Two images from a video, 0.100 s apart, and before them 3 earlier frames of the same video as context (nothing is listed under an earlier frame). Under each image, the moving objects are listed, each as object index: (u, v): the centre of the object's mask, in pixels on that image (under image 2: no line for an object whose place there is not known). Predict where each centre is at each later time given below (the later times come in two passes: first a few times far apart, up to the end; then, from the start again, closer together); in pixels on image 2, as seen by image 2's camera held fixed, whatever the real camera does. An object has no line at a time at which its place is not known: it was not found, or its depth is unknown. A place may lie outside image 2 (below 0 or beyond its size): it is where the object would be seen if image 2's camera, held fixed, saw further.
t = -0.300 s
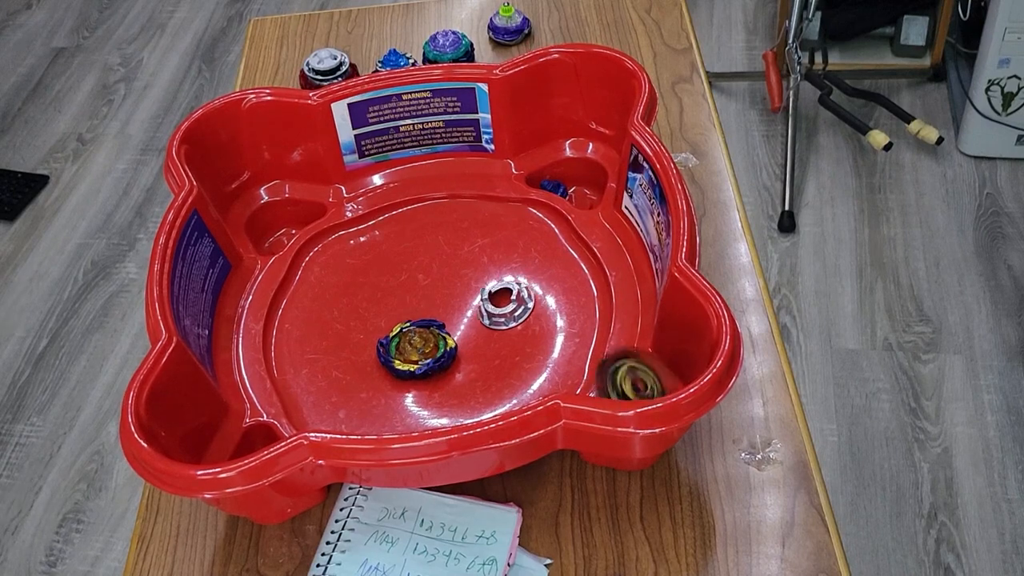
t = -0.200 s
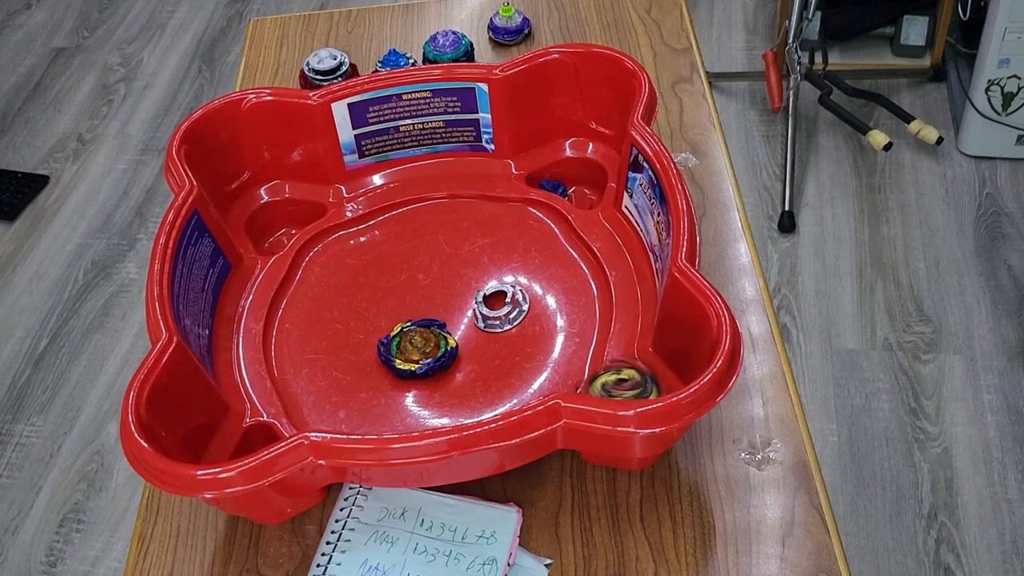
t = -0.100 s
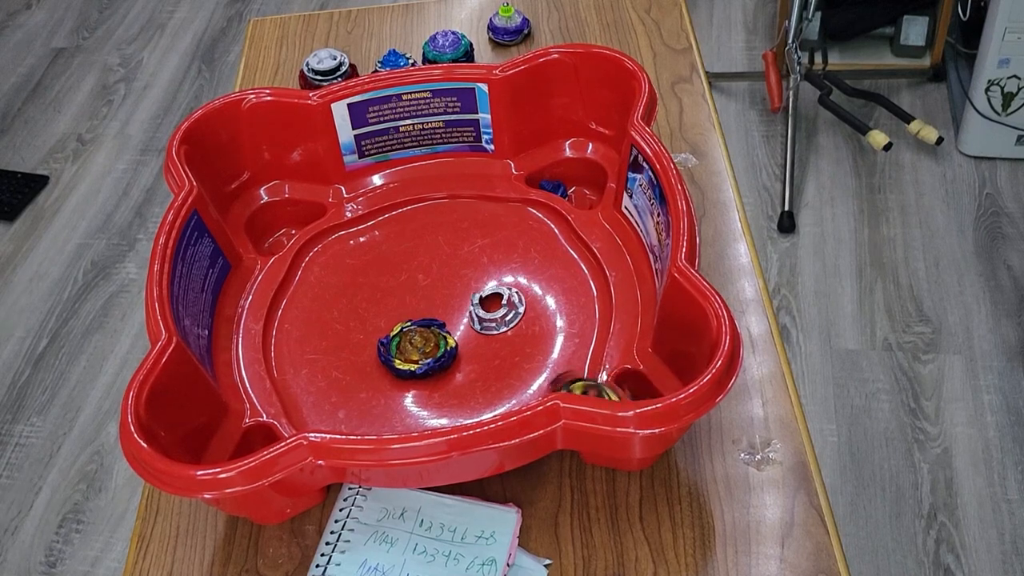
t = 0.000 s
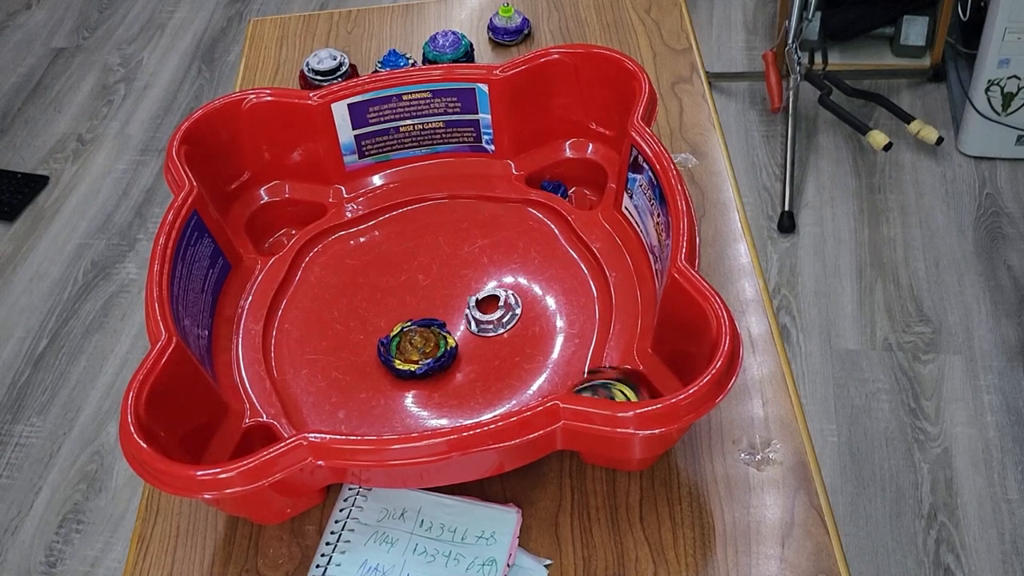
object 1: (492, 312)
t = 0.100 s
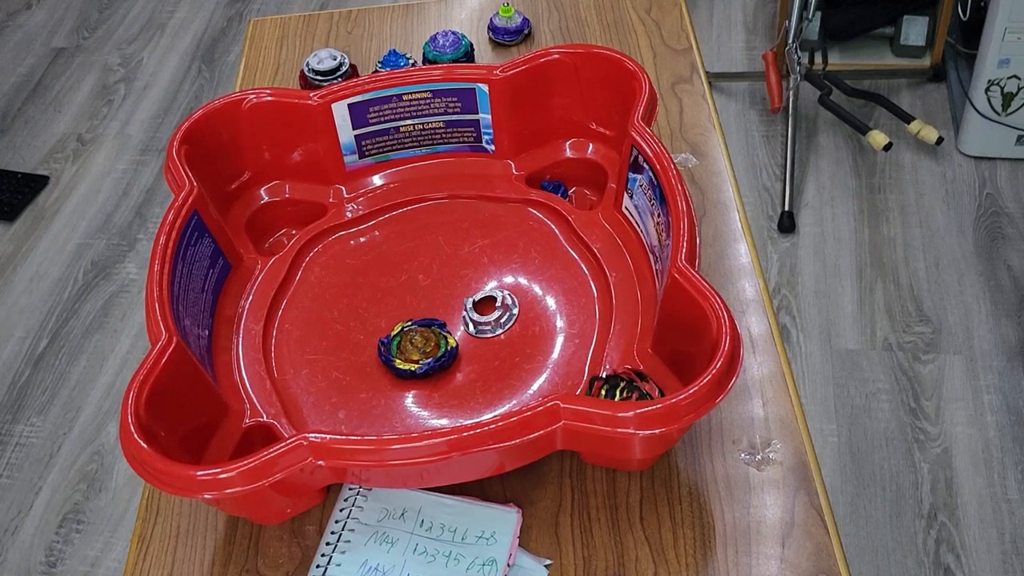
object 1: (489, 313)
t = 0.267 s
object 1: (486, 314)
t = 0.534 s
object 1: (486, 314)
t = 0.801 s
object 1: (485, 315)
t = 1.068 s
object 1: (485, 315)
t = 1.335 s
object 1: (484, 316)
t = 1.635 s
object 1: (483, 316)
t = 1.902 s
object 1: (482, 317)
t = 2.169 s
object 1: (480, 318)
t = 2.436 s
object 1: (479, 318)
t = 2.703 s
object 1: (479, 318)
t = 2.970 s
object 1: (479, 318)
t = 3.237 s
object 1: (479, 318)
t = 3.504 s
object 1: (479, 318)
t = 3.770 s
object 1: (479, 318)
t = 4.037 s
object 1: (479, 318)
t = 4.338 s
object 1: (479, 318)
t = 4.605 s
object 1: (479, 318)
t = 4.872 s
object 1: (479, 318)
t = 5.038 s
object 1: (479, 318)
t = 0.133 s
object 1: (489, 313)
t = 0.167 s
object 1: (488, 314)
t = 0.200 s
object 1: (487, 314)
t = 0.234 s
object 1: (486, 314)
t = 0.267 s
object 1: (486, 314)
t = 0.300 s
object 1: (486, 314)
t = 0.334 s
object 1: (486, 314)
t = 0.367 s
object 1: (486, 314)
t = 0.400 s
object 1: (486, 314)
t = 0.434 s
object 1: (486, 314)
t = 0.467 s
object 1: (486, 314)
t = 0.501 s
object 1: (486, 314)
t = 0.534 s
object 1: (486, 314)
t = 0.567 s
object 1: (486, 314)
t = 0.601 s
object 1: (486, 314)
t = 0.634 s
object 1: (486, 314)
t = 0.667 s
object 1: (486, 314)
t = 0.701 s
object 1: (486, 314)
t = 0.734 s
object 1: (486, 315)
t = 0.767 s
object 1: (485, 315)
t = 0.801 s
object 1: (485, 315)
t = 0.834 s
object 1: (485, 315)
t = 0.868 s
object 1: (485, 315)
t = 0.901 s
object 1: (485, 315)
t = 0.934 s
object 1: (485, 315)
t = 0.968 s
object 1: (485, 315)
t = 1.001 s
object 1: (485, 315)
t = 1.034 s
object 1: (485, 315)
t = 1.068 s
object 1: (485, 315)
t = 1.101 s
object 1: (484, 315)
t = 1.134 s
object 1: (484, 315)
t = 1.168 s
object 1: (484, 315)
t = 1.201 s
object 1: (484, 315)
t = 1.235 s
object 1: (484, 315)
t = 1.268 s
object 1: (484, 315)
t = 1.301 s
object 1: (484, 315)
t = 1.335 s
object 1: (484, 316)
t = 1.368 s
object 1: (484, 316)
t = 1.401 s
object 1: (484, 316)
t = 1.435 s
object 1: (483, 316)
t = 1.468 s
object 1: (483, 316)
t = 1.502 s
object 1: (483, 316)
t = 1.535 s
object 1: (483, 316)
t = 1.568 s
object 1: (483, 316)
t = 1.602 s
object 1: (483, 316)
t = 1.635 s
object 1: (483, 316)
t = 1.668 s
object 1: (483, 316)
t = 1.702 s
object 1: (483, 316)
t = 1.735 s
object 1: (483, 316)
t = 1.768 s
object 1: (483, 316)
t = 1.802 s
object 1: (482, 316)
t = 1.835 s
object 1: (482, 316)
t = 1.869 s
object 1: (482, 316)
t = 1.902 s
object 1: (482, 317)
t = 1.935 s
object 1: (481, 317)
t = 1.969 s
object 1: (481, 317)
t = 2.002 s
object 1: (481, 317)
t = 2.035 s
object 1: (480, 317)
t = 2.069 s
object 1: (480, 318)
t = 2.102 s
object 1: (480, 318)
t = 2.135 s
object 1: (480, 318)
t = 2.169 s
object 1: (480, 318)
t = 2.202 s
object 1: (479, 318)
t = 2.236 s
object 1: (479, 318)
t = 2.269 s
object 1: (479, 318)
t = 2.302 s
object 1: (479, 318)
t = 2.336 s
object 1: (479, 318)
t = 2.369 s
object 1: (479, 318)
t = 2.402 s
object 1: (479, 318)
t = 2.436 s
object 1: (479, 318)
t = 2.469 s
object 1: (479, 318)
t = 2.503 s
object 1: (479, 318)
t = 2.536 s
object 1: (479, 318)
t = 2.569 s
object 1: (479, 318)
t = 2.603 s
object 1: (479, 318)
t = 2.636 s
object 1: (479, 318)
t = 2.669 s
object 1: (479, 318)
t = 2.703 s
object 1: (479, 318)
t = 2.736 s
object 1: (479, 318)
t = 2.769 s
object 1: (479, 318)
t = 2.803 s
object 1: (479, 318)
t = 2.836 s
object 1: (479, 318)
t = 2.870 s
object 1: (479, 318)
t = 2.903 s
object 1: (479, 318)
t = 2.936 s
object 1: (479, 318)
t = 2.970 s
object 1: (479, 318)
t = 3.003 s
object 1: (479, 318)
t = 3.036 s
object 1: (479, 318)
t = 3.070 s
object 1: (479, 318)
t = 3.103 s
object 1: (479, 318)
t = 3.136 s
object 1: (479, 318)
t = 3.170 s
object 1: (479, 318)
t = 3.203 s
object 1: (479, 318)
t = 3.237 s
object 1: (479, 318)
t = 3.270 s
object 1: (479, 318)
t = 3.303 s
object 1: (479, 318)
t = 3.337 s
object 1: (479, 318)
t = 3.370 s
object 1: (479, 318)
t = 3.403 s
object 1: (479, 318)
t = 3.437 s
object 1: (479, 318)
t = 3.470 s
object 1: (479, 318)
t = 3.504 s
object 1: (479, 318)
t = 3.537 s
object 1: (479, 318)
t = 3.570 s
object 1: (479, 318)
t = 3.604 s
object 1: (479, 318)
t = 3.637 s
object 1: (479, 318)
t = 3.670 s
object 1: (479, 318)
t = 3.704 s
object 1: (479, 318)
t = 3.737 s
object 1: (479, 318)
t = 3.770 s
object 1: (479, 318)
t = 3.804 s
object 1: (479, 318)
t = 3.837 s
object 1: (479, 318)
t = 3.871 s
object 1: (479, 318)
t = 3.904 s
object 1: (479, 318)
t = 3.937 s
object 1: (479, 318)
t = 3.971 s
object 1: (479, 318)
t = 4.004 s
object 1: (479, 318)
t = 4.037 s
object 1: (479, 318)
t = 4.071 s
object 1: (479, 318)
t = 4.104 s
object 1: (479, 318)
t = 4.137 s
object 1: (479, 318)
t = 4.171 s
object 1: (479, 318)
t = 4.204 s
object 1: (479, 318)
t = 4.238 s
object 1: (479, 318)
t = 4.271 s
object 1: (479, 318)
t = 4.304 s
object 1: (479, 318)
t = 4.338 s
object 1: (479, 318)
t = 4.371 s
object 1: (479, 318)
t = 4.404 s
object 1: (479, 318)
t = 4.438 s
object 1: (479, 318)
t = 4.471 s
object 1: (479, 318)
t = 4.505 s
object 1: (479, 318)
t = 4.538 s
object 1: (479, 318)
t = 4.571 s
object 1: (479, 318)
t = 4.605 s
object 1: (479, 318)
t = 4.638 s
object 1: (479, 318)
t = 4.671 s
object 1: (479, 318)
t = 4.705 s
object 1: (478, 318)
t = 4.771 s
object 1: (479, 318)
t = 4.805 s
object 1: (479, 318)
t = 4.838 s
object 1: (479, 318)
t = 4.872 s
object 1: (479, 318)
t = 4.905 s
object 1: (479, 318)
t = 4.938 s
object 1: (479, 318)
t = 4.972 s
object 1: (479, 318)
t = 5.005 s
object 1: (479, 318)
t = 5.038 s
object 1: (479, 318)
